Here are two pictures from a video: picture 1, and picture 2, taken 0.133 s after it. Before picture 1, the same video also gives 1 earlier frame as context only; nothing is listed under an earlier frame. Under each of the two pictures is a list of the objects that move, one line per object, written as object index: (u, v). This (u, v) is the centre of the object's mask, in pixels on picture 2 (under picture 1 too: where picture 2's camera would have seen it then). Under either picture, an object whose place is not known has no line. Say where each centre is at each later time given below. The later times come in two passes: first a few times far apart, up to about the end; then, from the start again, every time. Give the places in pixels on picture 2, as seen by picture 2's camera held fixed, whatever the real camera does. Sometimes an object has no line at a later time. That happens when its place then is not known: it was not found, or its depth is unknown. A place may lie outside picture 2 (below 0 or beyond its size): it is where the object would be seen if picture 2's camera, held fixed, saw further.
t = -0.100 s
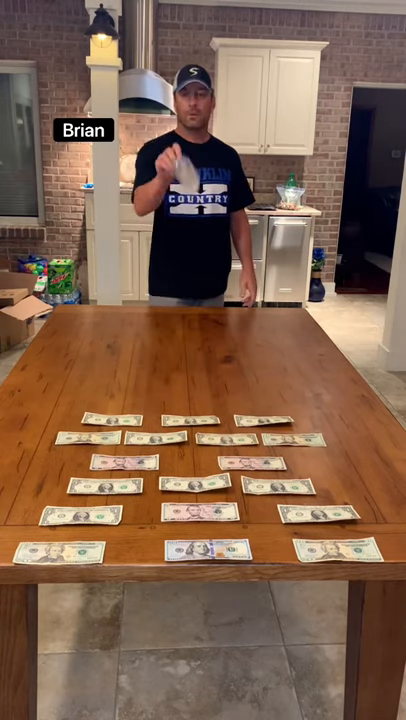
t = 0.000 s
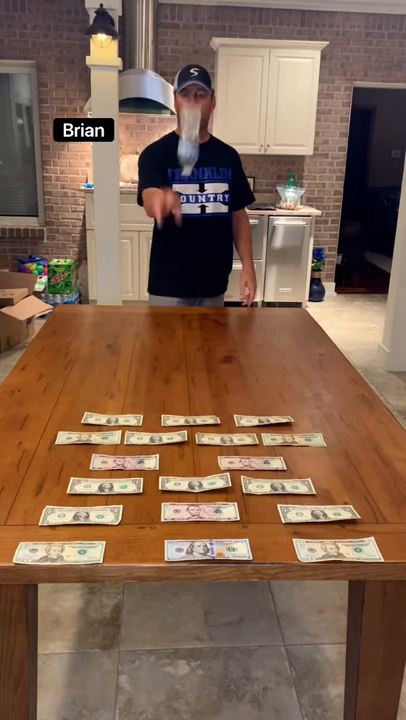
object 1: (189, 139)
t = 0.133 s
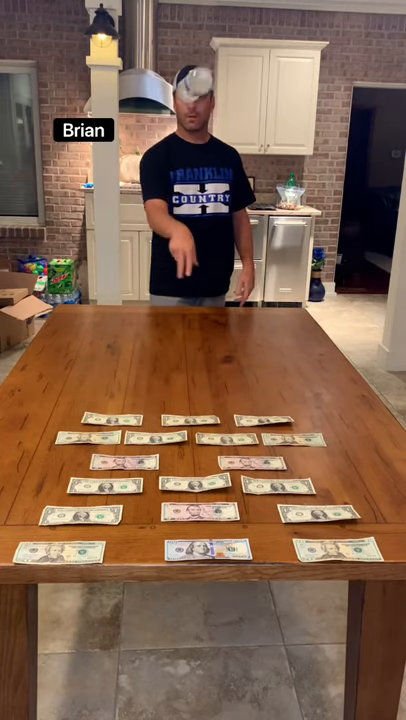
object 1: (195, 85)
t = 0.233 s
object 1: (195, 95)
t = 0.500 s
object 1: (188, 353)
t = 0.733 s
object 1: (183, 451)
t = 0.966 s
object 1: (177, 472)
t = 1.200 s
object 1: (173, 477)
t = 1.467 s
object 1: (180, 476)
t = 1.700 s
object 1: (183, 475)
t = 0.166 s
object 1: (195, 84)
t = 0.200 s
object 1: (195, 87)
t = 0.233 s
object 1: (195, 95)
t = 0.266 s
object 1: (194, 110)
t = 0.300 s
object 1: (194, 129)
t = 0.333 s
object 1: (193, 152)
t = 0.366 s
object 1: (192, 183)
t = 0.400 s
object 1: (191, 217)
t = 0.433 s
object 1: (190, 261)
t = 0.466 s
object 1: (189, 305)
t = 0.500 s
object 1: (188, 353)
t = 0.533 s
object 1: (187, 402)
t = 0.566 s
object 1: (186, 425)
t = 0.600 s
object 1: (185, 425)
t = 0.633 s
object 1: (185, 427)
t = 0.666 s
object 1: (184, 431)
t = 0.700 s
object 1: (183, 439)
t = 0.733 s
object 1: (183, 451)
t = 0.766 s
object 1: (182, 454)
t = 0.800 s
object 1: (181, 457)
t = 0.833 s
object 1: (180, 462)
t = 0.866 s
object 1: (179, 466)
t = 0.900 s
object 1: (178, 468)
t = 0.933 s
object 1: (178, 471)
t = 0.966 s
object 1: (177, 472)
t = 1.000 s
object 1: (176, 474)
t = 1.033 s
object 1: (175, 476)
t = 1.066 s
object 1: (174, 476)
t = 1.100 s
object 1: (174, 476)
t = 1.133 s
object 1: (174, 477)
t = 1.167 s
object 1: (173, 477)
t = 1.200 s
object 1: (173, 477)
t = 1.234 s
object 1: (173, 477)
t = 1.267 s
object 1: (174, 476)
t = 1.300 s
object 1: (174, 477)
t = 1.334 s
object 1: (176, 477)
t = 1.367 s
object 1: (177, 476)
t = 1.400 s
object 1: (178, 476)
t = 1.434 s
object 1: (179, 476)
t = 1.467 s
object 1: (180, 476)
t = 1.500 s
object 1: (181, 475)
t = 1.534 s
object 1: (182, 475)
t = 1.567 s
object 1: (183, 475)
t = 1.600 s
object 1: (183, 475)
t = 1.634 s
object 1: (183, 475)
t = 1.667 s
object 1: (183, 475)
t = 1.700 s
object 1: (183, 475)
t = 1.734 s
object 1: (183, 475)
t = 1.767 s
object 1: (182, 475)
